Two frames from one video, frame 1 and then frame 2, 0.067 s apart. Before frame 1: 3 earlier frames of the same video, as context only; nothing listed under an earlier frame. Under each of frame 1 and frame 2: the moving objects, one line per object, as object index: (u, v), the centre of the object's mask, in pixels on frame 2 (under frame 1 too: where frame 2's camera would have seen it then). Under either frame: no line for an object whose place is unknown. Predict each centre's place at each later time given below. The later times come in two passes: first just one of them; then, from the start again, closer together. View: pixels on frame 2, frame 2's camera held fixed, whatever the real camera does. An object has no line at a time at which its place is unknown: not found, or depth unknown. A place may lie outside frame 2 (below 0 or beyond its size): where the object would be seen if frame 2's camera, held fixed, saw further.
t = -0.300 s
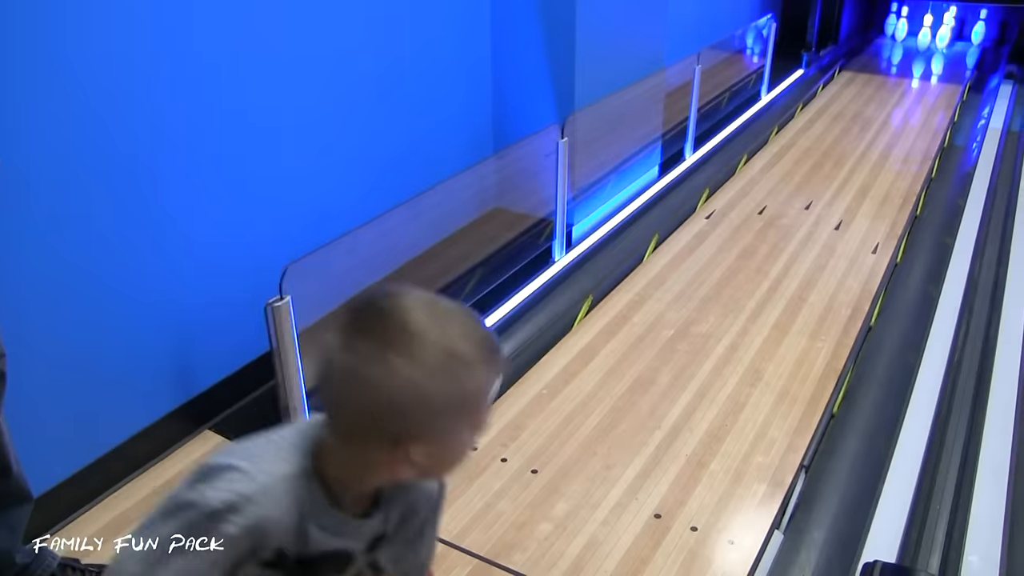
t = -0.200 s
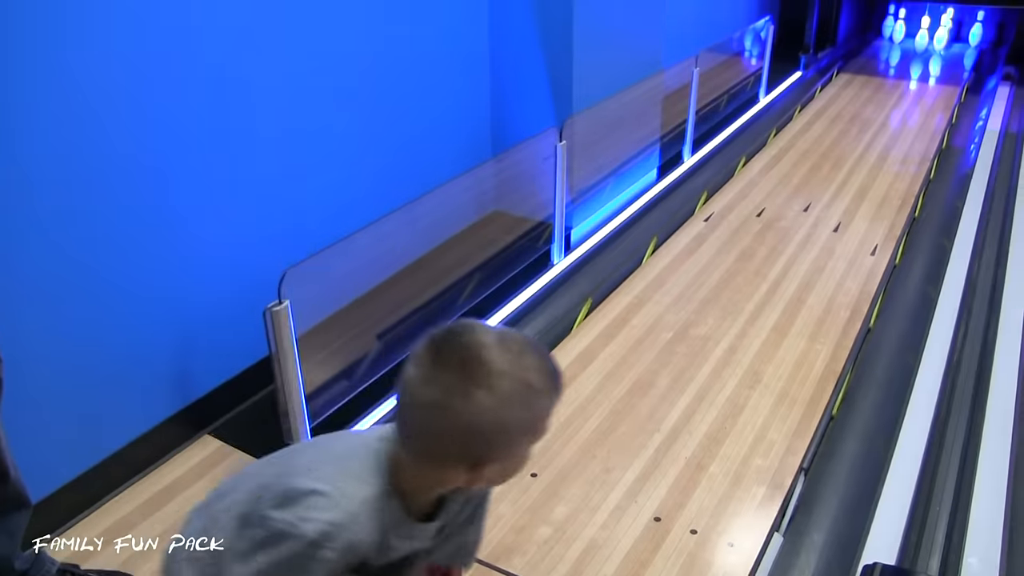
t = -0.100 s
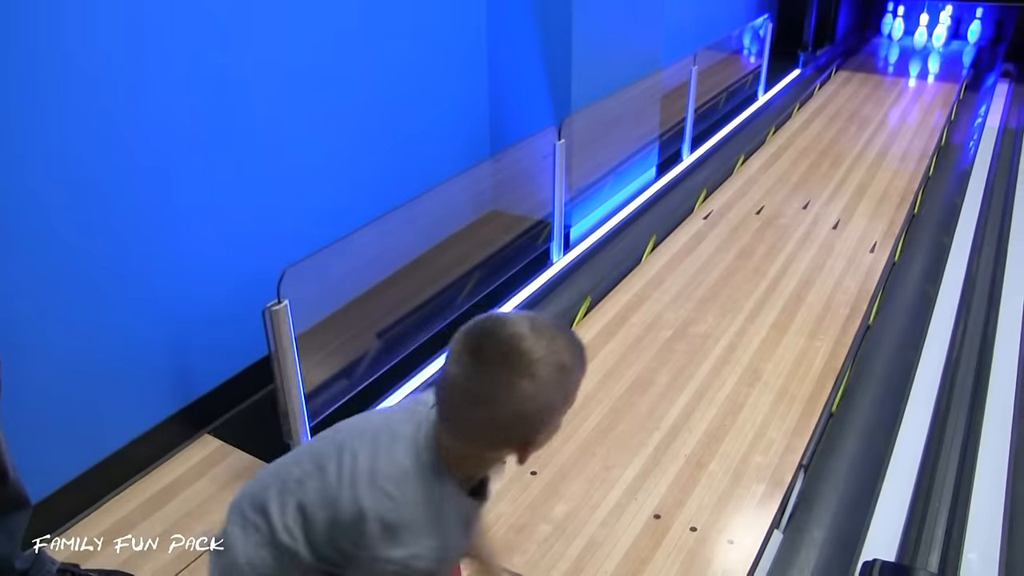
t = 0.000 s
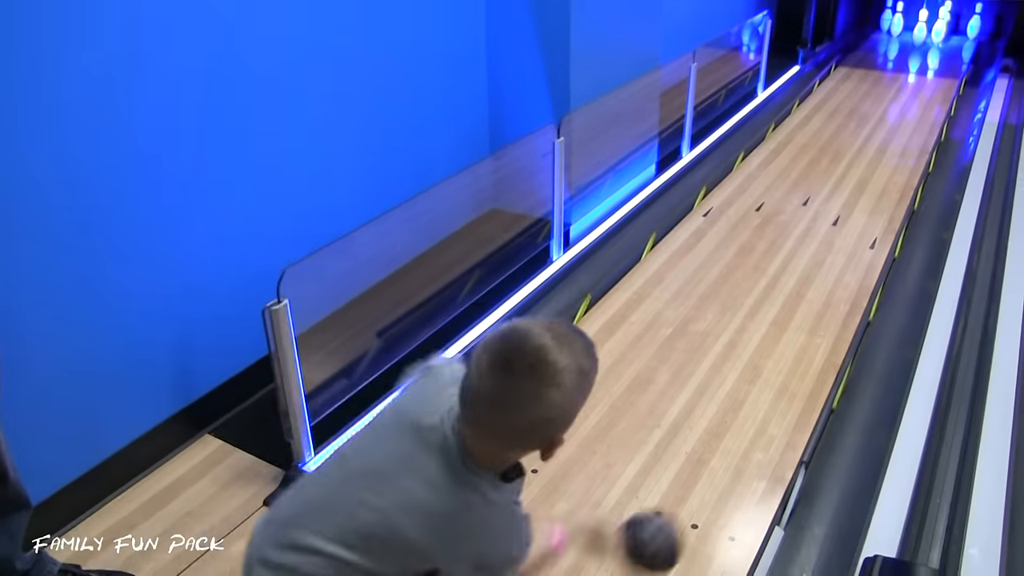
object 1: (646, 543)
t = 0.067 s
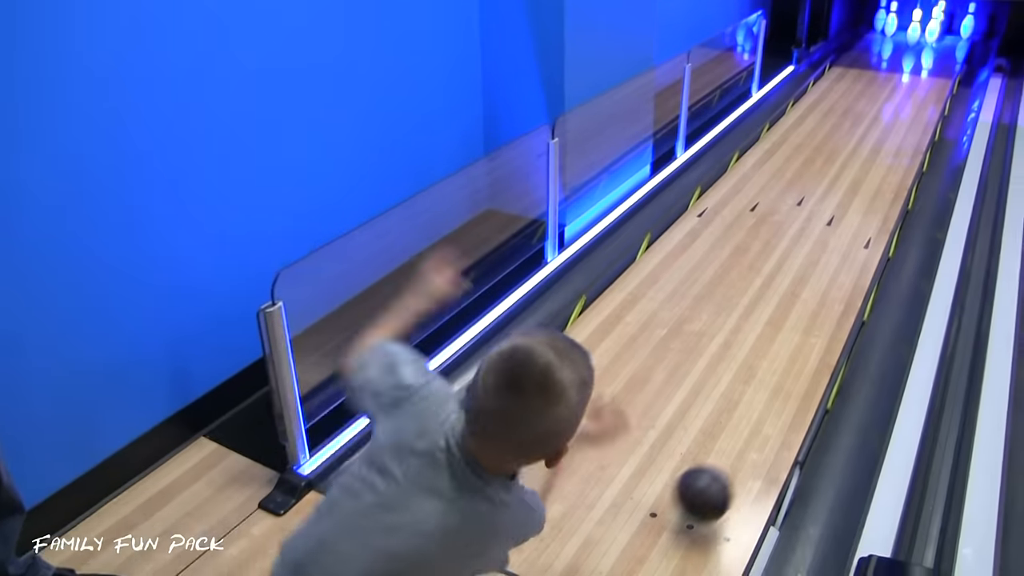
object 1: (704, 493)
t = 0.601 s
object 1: (878, 208)
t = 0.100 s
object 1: (727, 471)
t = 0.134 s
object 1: (749, 439)
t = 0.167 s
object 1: (769, 412)
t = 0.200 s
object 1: (788, 387)
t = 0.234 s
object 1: (805, 365)
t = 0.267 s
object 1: (820, 344)
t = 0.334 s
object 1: (845, 308)
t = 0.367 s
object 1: (854, 292)
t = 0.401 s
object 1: (861, 277)
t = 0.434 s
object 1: (864, 263)
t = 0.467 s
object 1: (866, 250)
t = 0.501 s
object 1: (869, 238)
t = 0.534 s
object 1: (872, 227)
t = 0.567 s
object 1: (876, 217)
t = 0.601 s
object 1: (878, 208)
